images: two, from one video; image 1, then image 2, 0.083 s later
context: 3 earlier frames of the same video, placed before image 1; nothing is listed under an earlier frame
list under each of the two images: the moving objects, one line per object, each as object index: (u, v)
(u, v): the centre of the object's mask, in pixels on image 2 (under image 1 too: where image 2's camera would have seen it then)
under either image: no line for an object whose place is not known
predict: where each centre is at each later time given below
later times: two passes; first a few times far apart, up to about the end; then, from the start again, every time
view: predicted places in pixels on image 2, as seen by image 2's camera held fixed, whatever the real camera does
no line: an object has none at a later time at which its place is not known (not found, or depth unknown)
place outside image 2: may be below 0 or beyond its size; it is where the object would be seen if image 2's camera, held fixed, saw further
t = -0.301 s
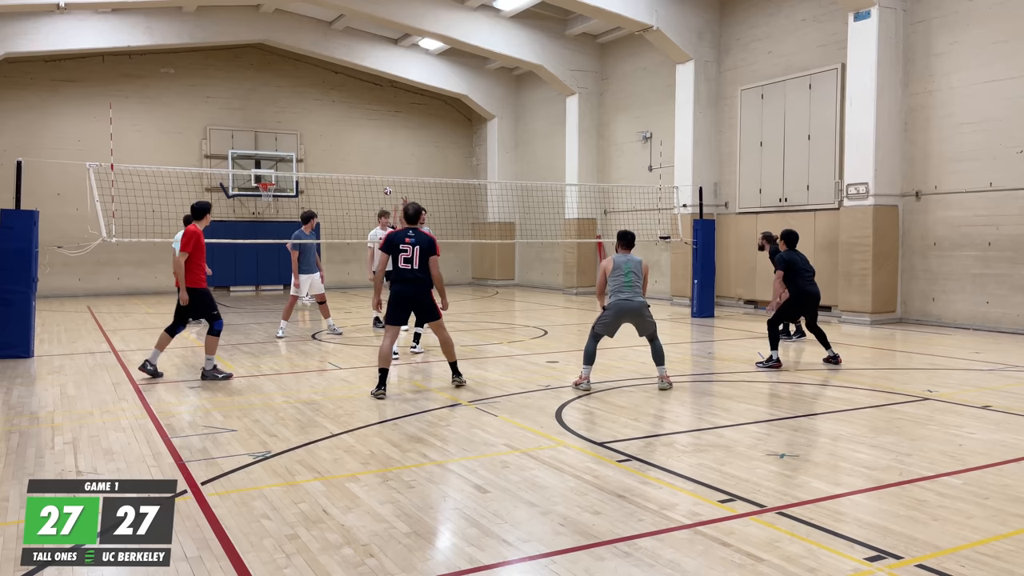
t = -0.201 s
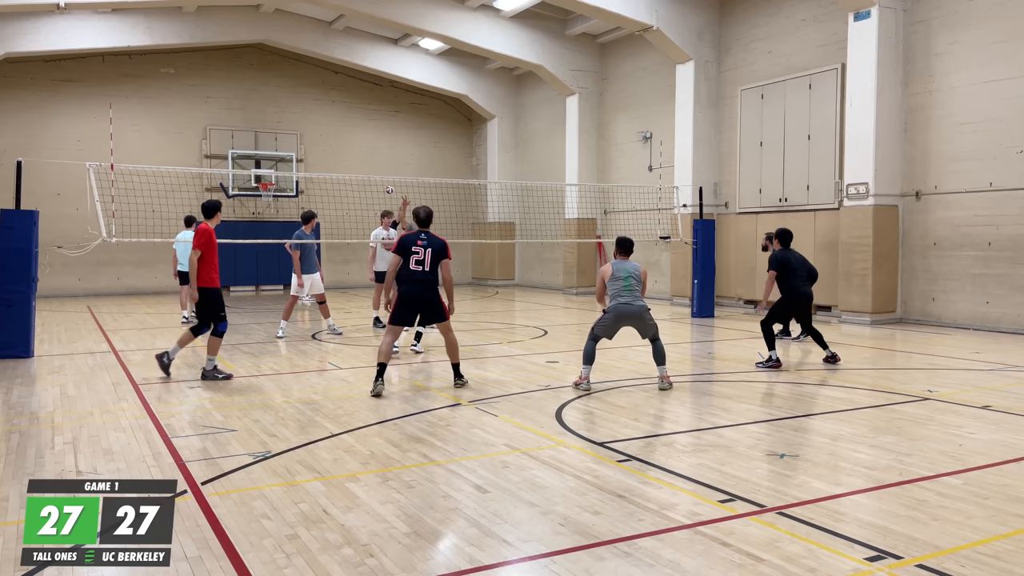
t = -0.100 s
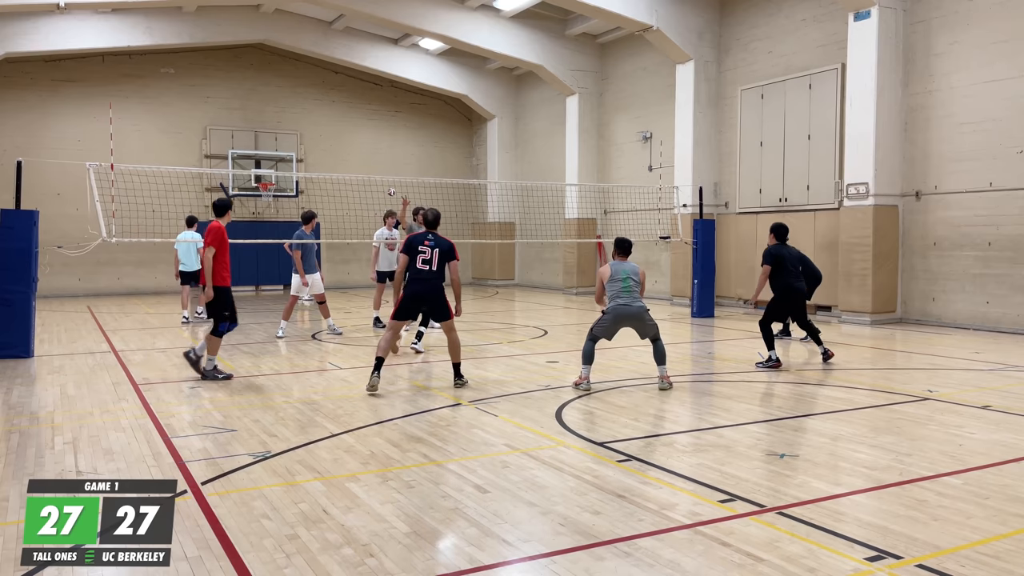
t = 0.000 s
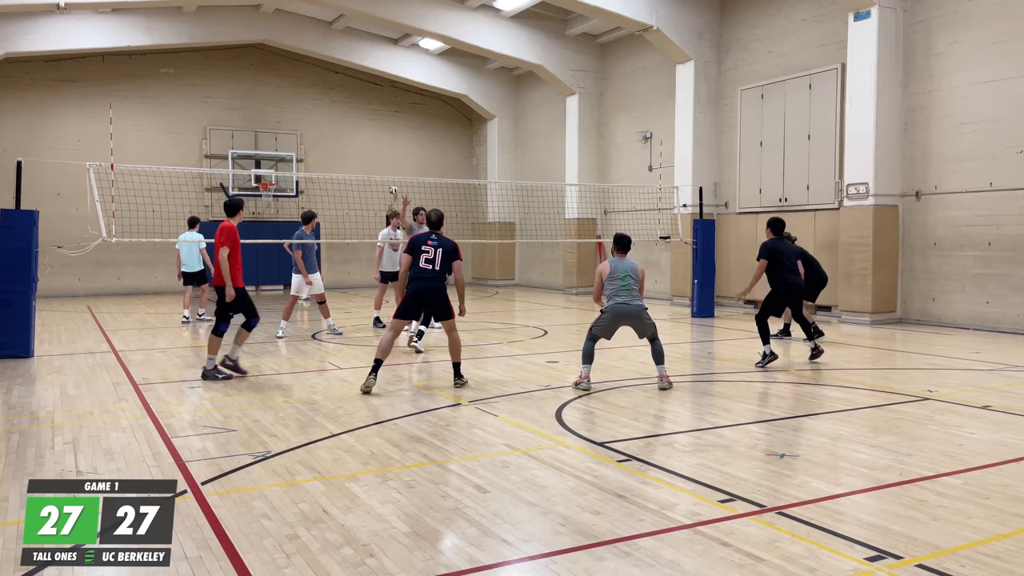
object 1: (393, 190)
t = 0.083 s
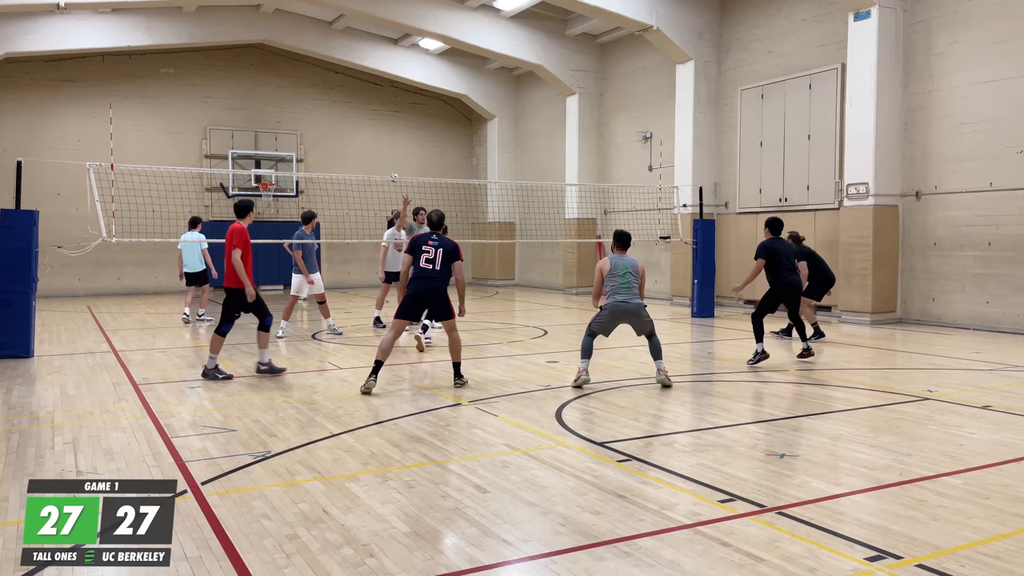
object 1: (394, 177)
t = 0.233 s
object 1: (395, 158)
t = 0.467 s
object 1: (404, 140)
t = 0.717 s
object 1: (424, 158)
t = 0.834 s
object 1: (439, 187)
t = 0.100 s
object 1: (394, 174)
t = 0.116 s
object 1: (394, 172)
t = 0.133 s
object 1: (394, 170)
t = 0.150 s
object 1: (394, 168)
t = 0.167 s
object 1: (394, 166)
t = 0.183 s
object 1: (394, 164)
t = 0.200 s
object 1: (395, 162)
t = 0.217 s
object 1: (395, 160)
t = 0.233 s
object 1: (395, 158)
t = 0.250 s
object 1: (396, 156)
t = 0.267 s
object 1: (396, 154)
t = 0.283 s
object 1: (397, 152)
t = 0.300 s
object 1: (397, 150)
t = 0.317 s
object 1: (398, 149)
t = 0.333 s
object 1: (398, 147)
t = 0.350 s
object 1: (399, 146)
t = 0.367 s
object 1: (400, 144)
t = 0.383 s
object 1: (400, 143)
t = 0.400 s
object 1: (401, 142)
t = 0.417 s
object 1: (401, 141)
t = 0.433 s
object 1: (402, 140)
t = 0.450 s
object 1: (403, 140)
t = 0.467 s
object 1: (404, 140)
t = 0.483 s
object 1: (404, 139)
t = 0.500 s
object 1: (406, 139)
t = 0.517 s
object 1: (406, 140)
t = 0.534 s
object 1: (407, 140)
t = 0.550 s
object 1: (409, 140)
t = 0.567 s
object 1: (410, 141)
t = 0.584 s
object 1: (411, 142)
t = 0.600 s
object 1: (412, 143)
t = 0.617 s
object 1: (413, 144)
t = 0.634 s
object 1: (415, 146)
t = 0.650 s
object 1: (416, 148)
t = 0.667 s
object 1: (418, 150)
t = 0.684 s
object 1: (420, 152)
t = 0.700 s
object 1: (422, 155)
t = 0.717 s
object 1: (424, 158)
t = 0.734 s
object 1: (425, 161)
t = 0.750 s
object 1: (427, 164)
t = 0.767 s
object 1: (429, 168)
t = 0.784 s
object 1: (432, 172)
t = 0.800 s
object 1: (434, 177)
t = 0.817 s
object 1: (436, 181)
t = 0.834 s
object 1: (439, 187)
